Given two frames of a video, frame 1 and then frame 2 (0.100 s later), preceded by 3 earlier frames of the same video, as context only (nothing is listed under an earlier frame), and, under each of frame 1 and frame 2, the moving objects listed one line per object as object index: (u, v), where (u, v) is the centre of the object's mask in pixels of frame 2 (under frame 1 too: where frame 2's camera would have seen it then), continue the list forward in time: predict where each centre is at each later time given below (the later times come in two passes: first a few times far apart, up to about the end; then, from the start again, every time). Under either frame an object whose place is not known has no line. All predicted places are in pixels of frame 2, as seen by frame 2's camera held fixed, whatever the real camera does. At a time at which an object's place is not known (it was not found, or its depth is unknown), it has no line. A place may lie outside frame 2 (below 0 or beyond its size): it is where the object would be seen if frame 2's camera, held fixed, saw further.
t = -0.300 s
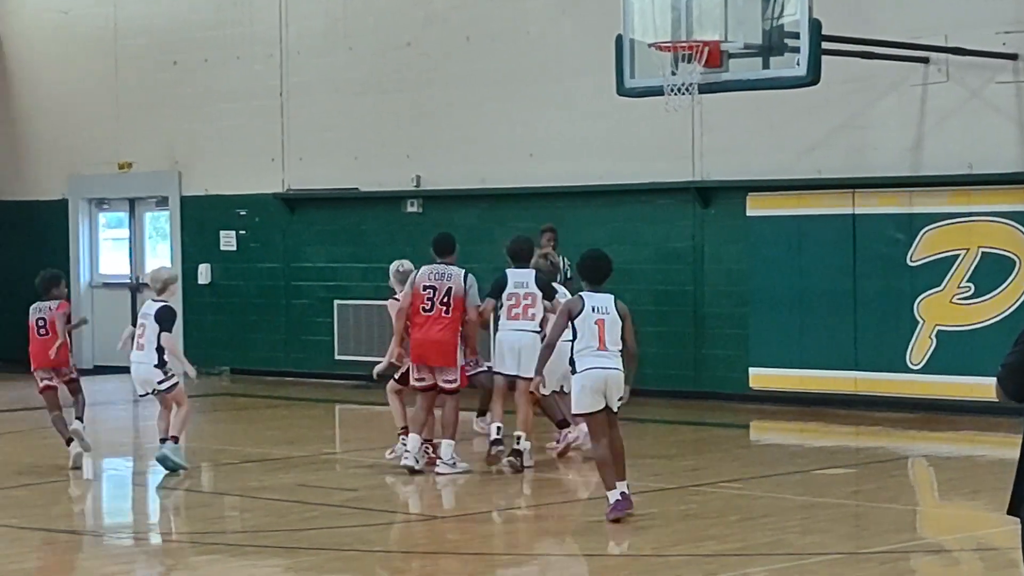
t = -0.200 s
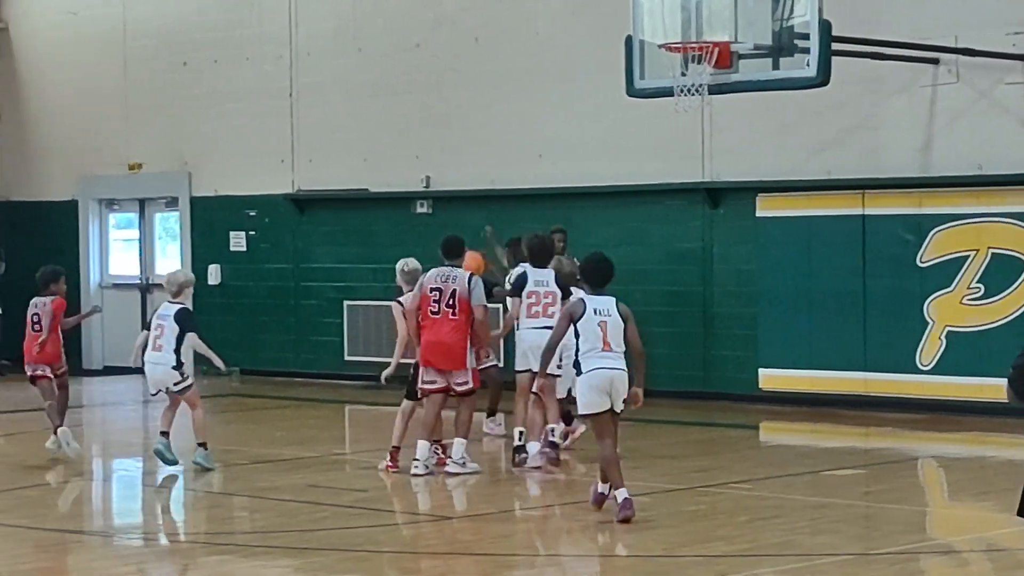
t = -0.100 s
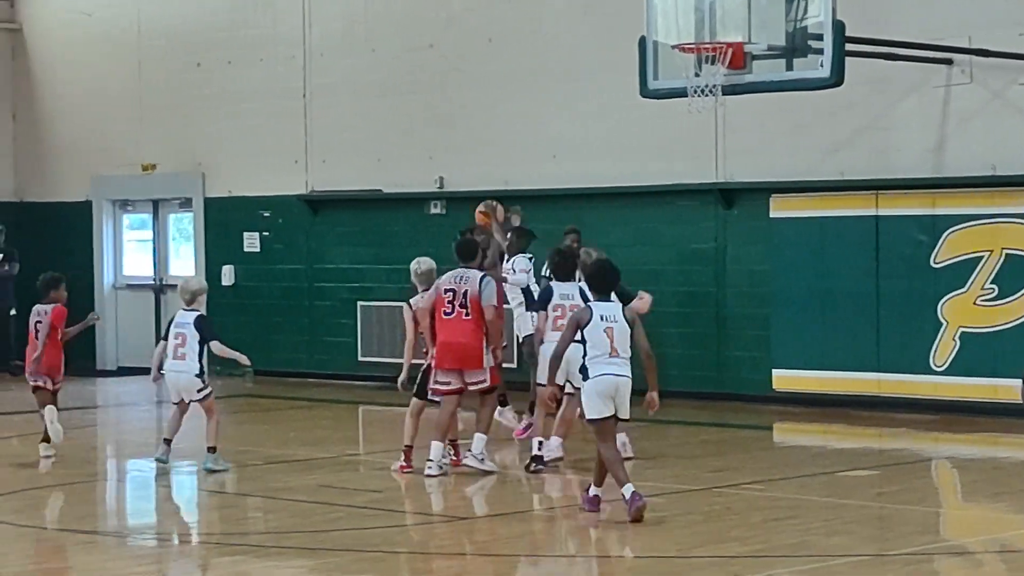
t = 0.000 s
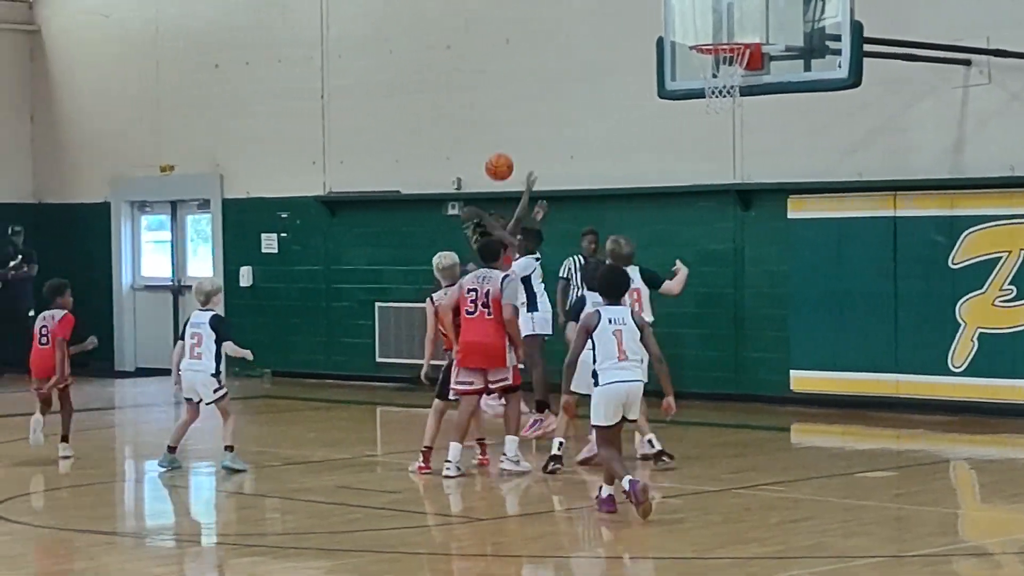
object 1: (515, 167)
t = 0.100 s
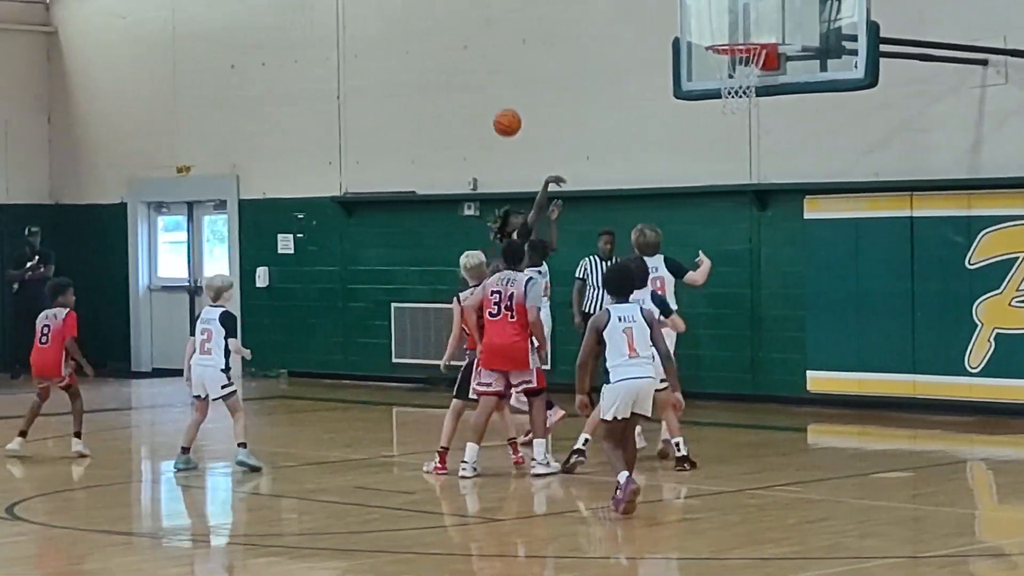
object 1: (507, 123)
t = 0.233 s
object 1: (497, 82)
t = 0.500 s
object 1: (476, 64)
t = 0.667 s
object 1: (463, 97)
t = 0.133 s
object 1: (504, 110)
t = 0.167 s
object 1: (502, 100)
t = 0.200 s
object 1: (500, 90)
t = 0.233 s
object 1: (497, 82)
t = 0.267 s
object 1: (494, 75)
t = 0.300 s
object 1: (492, 69)
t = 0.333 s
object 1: (489, 65)
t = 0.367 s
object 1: (486, 62)
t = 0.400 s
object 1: (484, 61)
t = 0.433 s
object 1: (482, 61)
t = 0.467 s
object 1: (478, 62)
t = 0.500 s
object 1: (476, 64)
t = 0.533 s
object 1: (473, 69)
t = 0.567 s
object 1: (471, 74)
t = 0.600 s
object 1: (468, 80)
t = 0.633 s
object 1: (466, 88)
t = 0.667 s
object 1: (463, 97)
